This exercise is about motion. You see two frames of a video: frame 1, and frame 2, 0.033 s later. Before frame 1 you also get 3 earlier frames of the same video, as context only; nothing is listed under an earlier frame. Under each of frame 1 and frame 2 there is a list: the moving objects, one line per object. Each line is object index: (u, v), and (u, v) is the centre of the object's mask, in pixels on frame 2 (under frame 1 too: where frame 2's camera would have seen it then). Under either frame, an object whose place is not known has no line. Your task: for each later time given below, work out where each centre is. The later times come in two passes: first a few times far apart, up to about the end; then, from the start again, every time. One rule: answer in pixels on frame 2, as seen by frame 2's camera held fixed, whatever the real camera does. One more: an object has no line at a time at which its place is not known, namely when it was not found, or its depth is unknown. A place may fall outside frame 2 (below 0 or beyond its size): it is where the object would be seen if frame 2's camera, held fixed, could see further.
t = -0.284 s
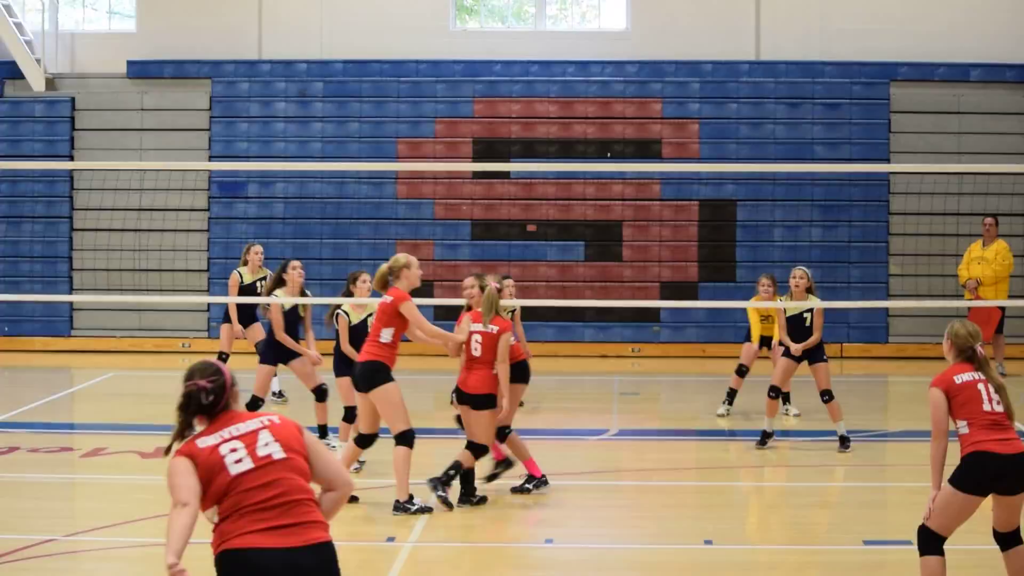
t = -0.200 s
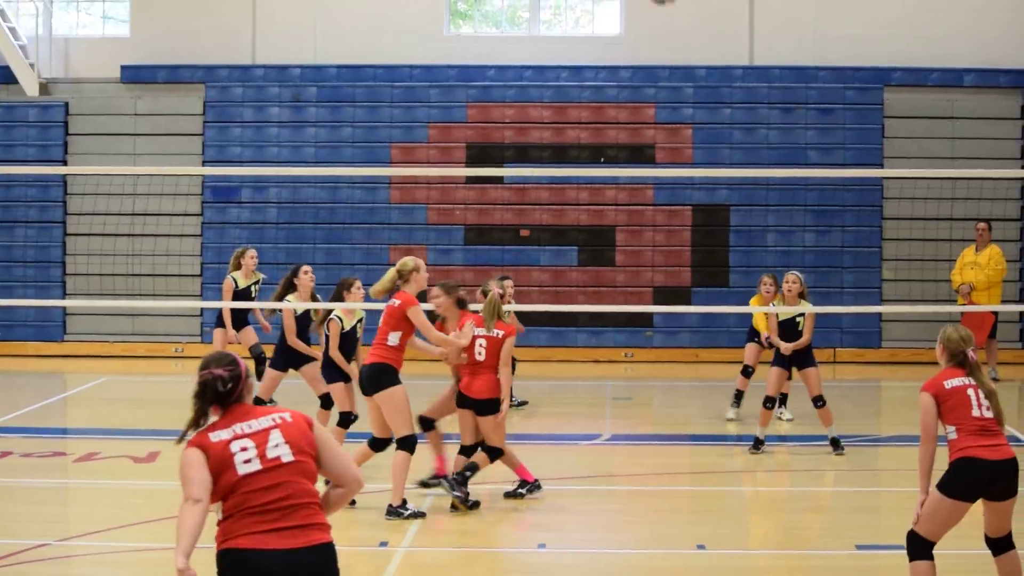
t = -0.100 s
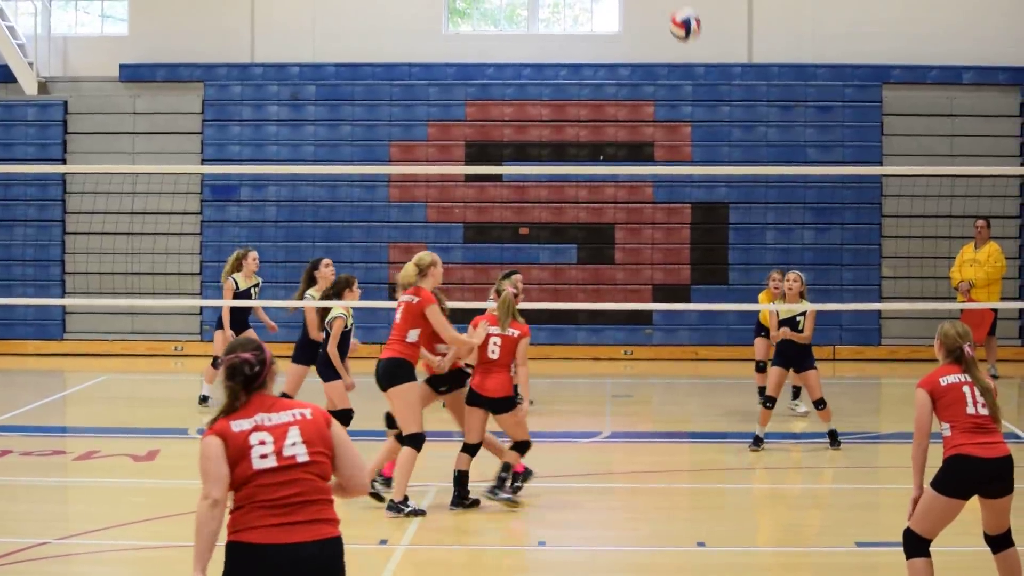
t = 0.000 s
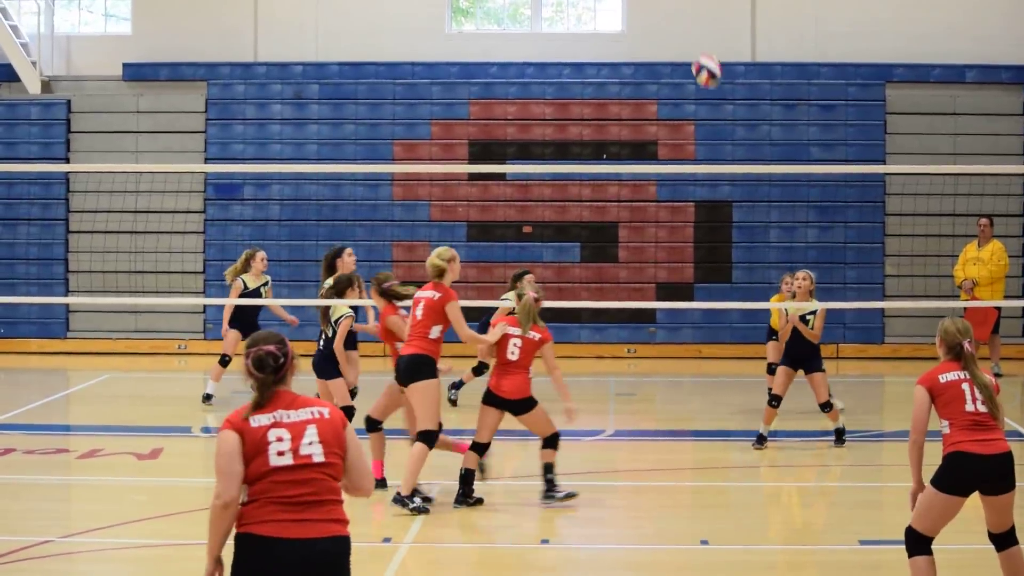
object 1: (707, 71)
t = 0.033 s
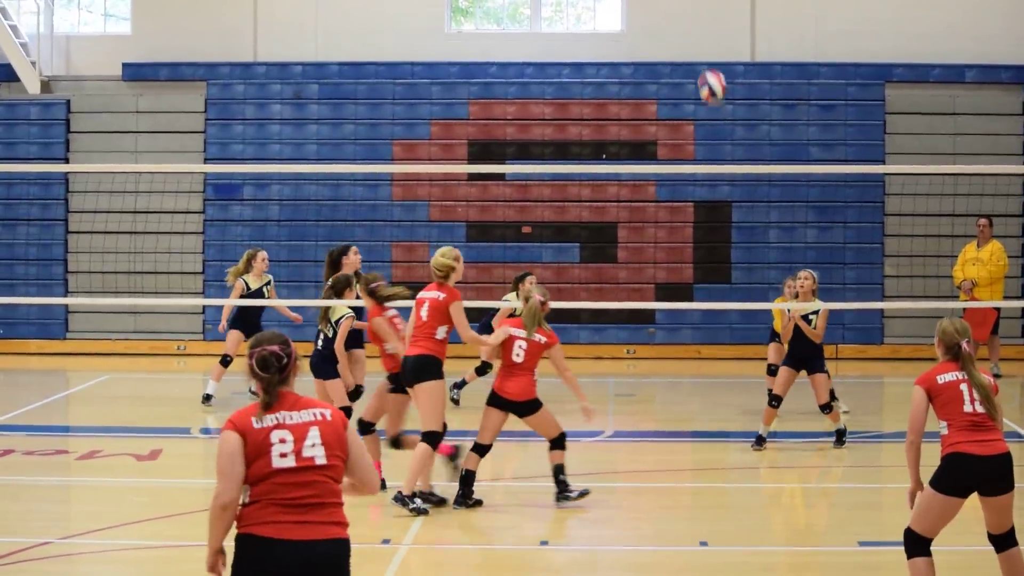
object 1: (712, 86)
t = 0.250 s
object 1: (744, 213)
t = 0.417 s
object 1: (764, 322)
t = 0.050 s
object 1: (715, 95)
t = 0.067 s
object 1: (718, 104)
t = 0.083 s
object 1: (721, 114)
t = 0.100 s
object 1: (724, 123)
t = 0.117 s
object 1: (726, 133)
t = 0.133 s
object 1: (729, 143)
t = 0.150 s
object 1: (731, 150)
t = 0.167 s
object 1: (733, 157)
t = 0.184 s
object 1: (736, 172)
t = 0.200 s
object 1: (738, 184)
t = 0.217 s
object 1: (740, 192)
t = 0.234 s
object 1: (742, 202)
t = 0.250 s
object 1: (744, 213)
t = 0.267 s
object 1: (746, 223)
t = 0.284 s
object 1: (748, 234)
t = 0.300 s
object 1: (750, 244)
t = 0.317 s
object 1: (752, 255)
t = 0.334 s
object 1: (755, 266)
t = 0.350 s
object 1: (757, 277)
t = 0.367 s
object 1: (759, 288)
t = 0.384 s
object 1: (761, 295)
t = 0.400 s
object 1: (763, 312)
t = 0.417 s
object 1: (764, 322)
